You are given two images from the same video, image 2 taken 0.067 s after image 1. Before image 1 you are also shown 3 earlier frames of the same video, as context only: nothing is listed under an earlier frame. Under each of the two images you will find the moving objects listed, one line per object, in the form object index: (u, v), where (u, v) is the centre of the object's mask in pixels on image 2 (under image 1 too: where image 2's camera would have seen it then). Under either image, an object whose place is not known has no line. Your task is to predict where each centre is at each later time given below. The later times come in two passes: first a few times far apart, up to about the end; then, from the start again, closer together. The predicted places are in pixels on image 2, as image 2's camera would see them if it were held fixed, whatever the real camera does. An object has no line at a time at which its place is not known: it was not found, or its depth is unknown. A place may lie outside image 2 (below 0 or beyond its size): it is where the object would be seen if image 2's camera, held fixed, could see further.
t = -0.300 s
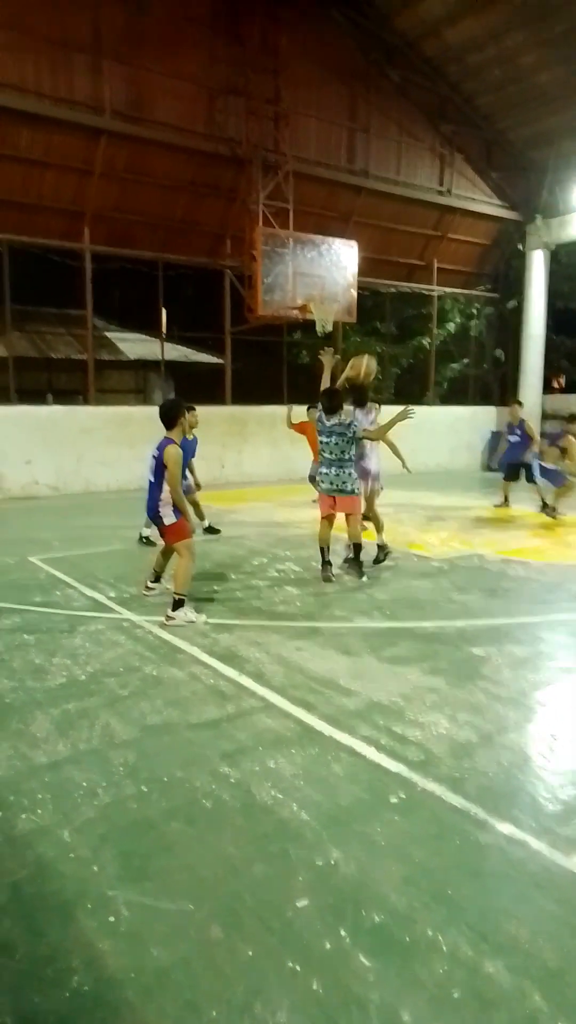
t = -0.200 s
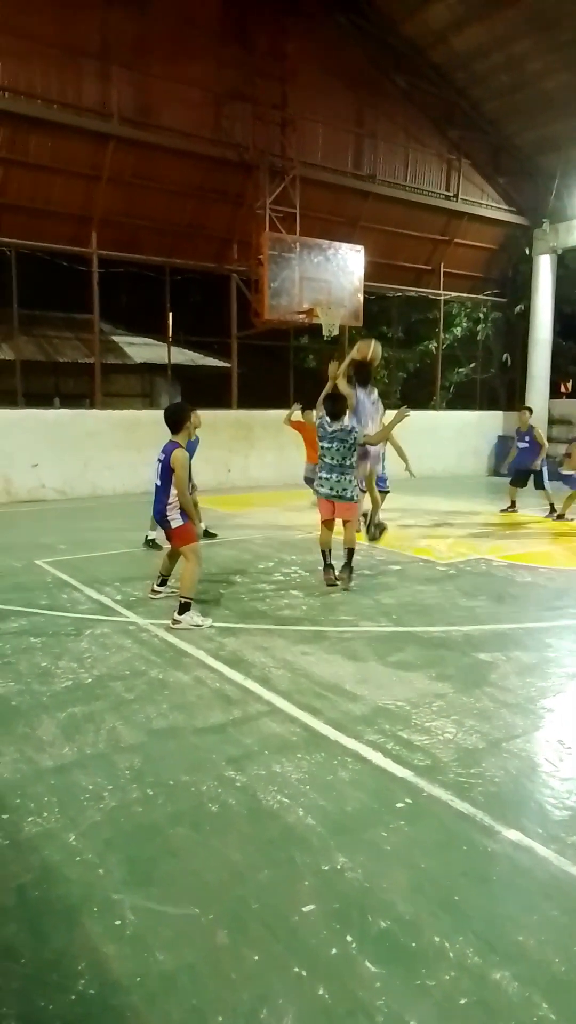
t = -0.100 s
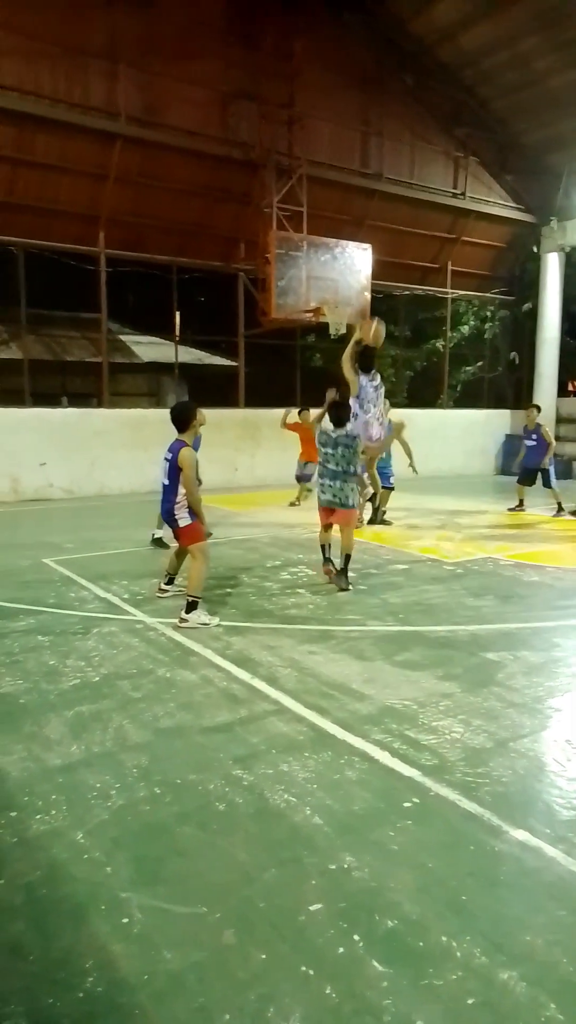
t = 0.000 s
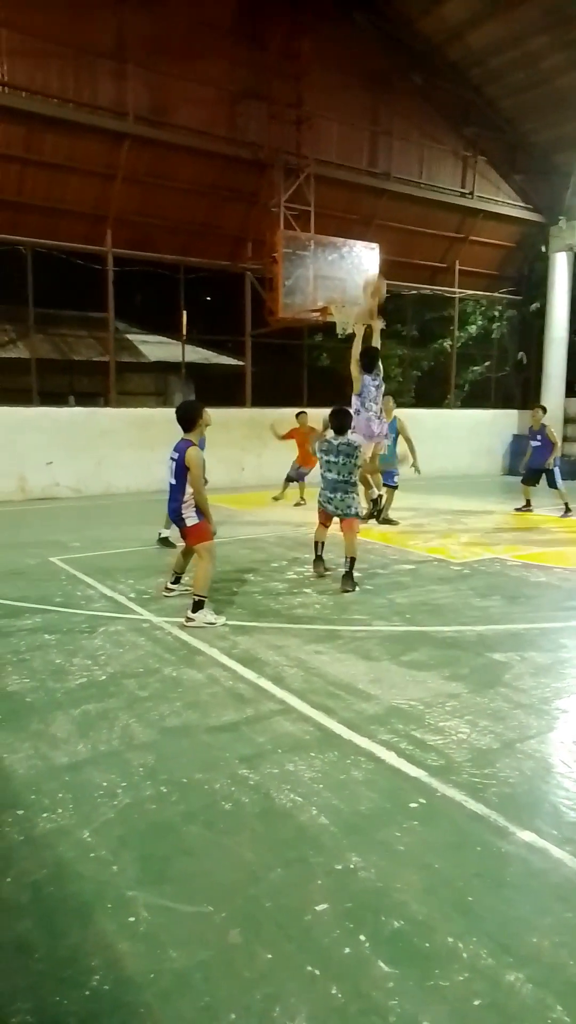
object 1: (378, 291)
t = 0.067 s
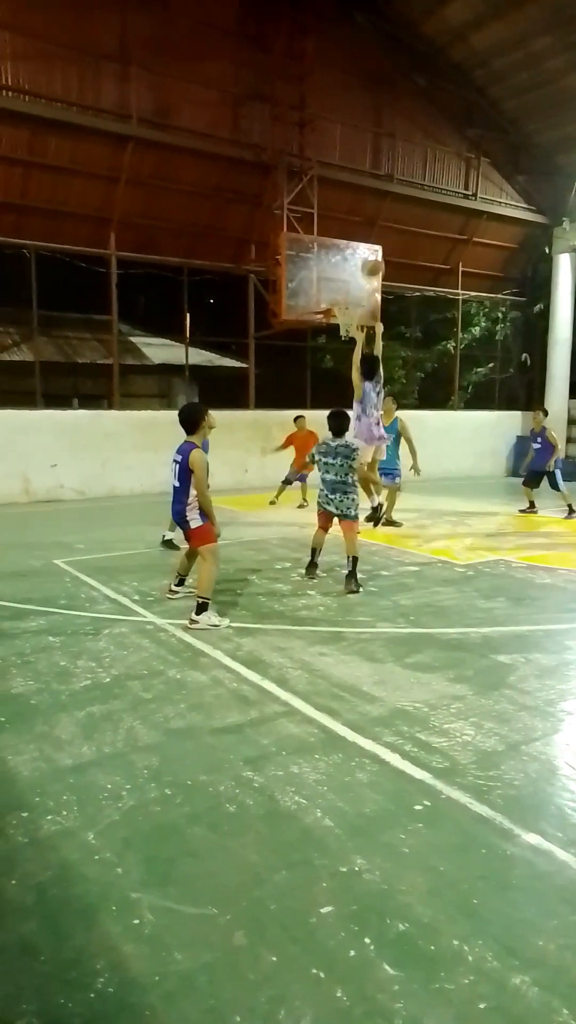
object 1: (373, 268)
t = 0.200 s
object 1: (364, 236)
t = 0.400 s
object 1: (352, 226)
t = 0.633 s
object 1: (339, 252)
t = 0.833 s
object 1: (330, 299)
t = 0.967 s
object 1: (319, 292)
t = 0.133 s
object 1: (367, 248)
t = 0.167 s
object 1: (365, 241)
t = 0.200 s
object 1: (364, 236)
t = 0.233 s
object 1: (361, 232)
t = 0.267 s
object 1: (360, 229)
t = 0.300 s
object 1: (358, 227)
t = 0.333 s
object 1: (356, 226)
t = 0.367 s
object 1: (354, 225)
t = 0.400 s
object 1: (352, 226)
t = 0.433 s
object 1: (350, 228)
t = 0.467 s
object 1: (349, 230)
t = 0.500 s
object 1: (347, 232)
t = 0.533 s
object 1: (345, 237)
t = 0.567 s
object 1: (344, 240)
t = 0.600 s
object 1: (341, 246)
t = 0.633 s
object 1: (339, 252)
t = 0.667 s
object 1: (338, 257)
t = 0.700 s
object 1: (336, 265)
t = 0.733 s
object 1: (335, 273)
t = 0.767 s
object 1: (334, 282)
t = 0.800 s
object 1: (332, 291)
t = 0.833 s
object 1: (330, 299)
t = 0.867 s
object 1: (326, 298)
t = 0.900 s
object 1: (320, 297)
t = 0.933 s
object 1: (319, 295)
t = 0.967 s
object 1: (319, 292)
